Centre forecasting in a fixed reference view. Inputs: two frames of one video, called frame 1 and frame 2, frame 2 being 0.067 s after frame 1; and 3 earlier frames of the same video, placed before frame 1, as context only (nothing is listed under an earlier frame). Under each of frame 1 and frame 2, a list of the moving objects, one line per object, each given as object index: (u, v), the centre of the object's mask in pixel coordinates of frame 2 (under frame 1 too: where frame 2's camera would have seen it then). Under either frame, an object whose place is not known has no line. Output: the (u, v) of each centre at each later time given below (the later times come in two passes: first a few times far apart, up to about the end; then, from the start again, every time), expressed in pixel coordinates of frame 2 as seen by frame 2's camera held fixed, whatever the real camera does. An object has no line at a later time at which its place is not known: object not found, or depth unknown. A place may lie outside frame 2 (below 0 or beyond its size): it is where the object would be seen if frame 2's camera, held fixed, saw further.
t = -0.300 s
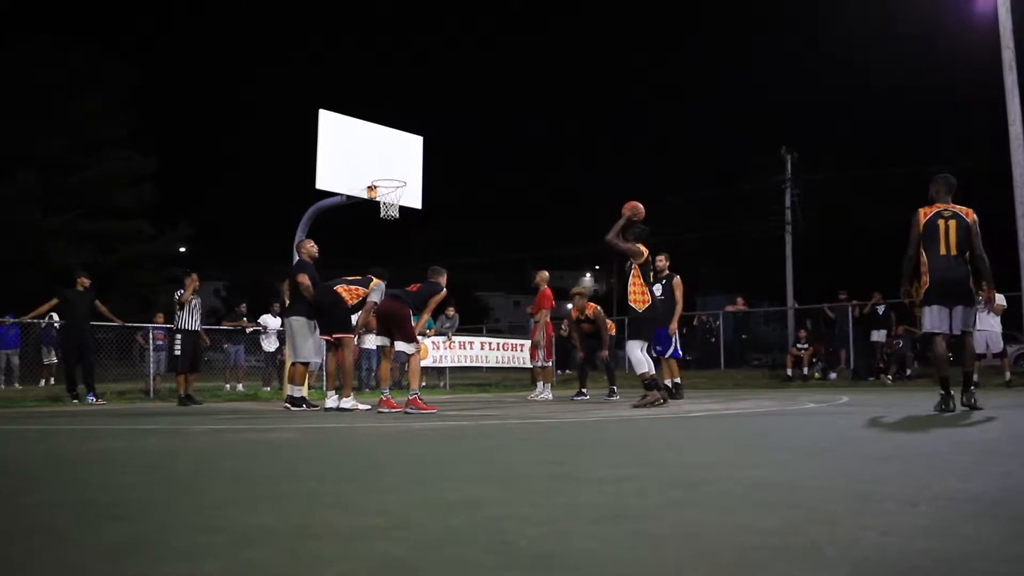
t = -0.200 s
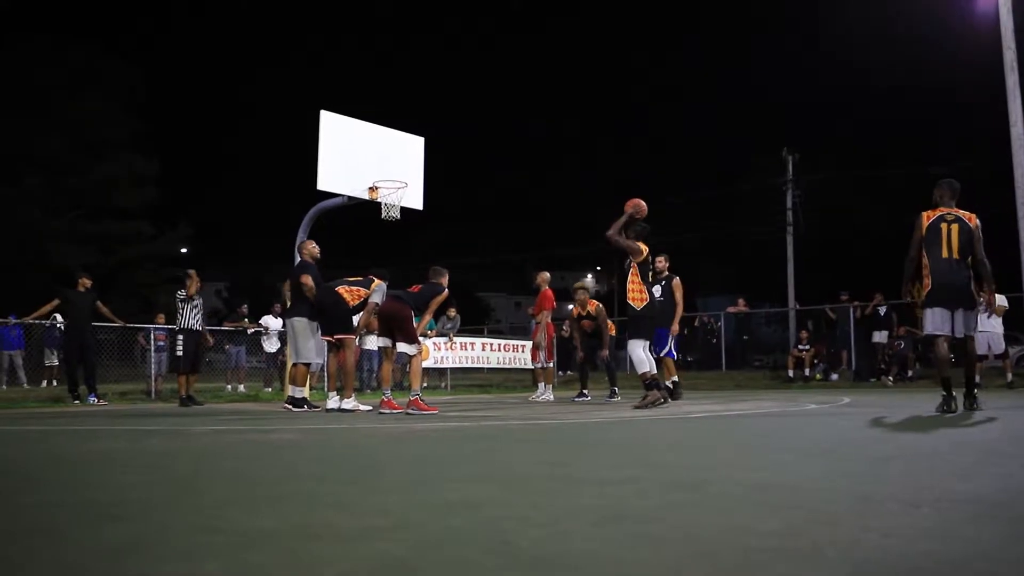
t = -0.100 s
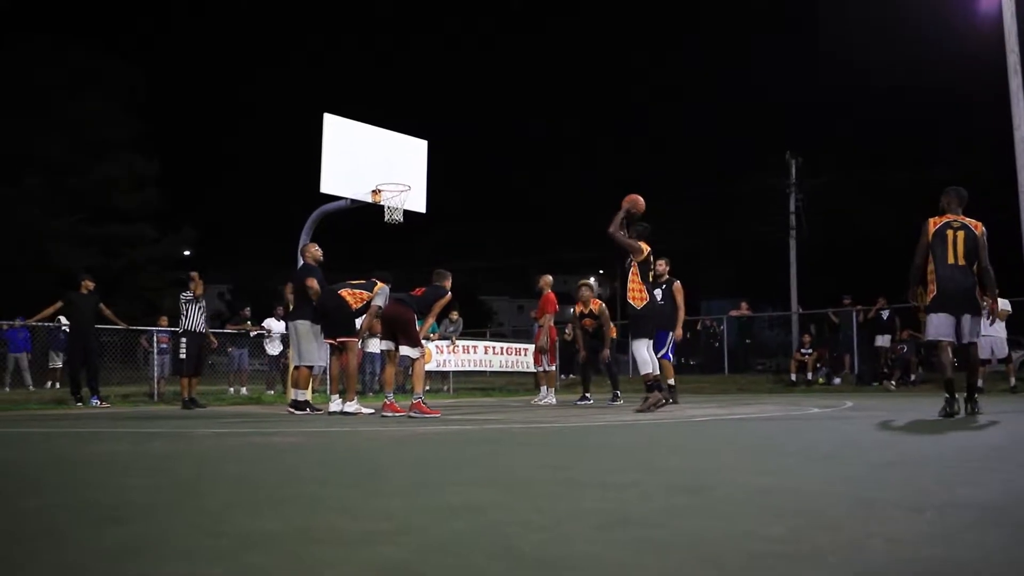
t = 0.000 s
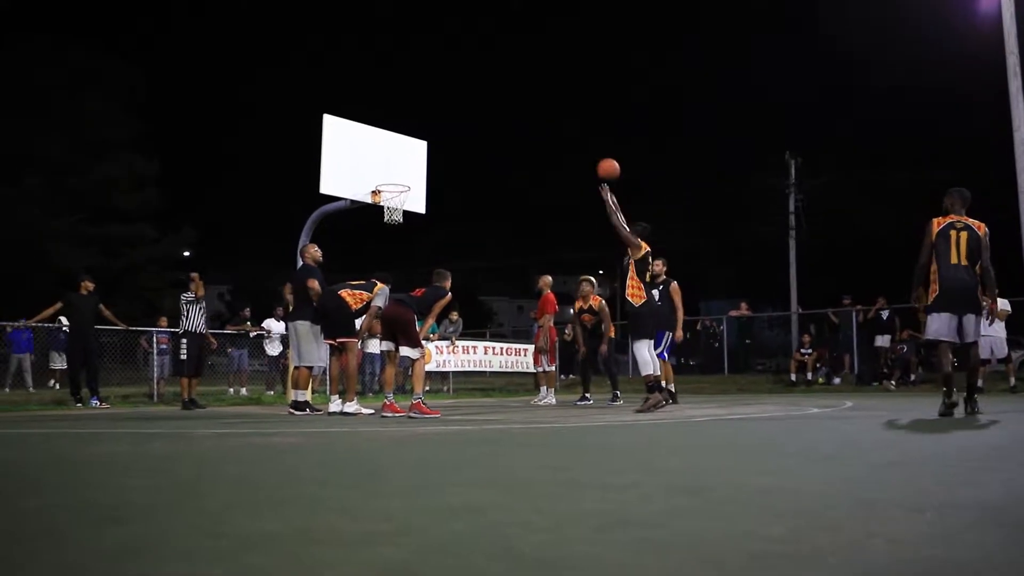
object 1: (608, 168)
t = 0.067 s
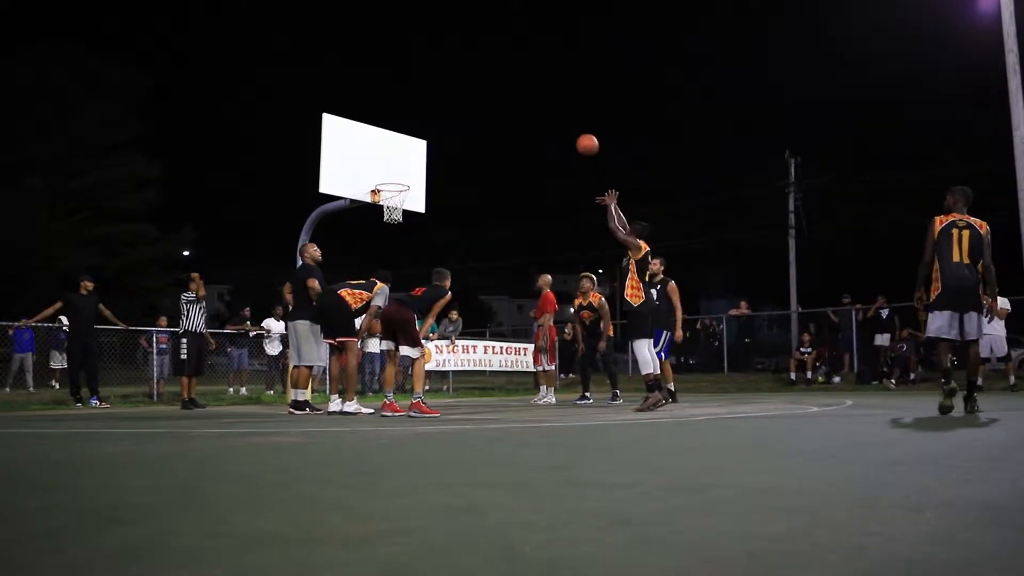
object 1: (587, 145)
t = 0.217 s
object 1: (545, 108)
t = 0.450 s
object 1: (487, 94)
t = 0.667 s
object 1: (441, 116)
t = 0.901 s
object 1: (397, 173)
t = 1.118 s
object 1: (380, 142)
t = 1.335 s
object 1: (379, 125)
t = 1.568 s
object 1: (378, 143)
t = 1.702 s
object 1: (377, 170)
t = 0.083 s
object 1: (582, 140)
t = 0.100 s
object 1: (577, 135)
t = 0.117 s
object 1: (572, 130)
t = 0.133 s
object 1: (568, 126)
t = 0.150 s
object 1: (563, 122)
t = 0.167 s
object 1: (559, 118)
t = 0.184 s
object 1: (554, 115)
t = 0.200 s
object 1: (549, 111)
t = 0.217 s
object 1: (545, 108)
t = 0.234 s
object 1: (540, 106)
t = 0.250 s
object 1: (536, 104)
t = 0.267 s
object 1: (532, 102)
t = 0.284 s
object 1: (527, 100)
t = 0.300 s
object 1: (523, 98)
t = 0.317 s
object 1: (519, 97)
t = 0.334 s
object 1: (515, 96)
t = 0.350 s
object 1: (511, 95)
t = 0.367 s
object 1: (507, 94)
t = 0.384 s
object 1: (503, 93)
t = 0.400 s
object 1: (499, 93)
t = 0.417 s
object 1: (495, 93)
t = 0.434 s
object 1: (491, 93)
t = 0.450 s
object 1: (487, 94)
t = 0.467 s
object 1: (484, 94)
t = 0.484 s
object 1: (480, 95)
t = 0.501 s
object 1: (476, 96)
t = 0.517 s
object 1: (472, 97)
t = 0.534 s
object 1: (469, 99)
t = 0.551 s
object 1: (465, 100)
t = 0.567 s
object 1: (462, 102)
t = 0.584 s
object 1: (458, 104)
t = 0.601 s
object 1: (455, 106)
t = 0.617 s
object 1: (451, 108)
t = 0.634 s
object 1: (448, 111)
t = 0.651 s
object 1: (444, 113)
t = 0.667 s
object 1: (441, 116)
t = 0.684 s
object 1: (438, 119)
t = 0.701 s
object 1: (434, 122)
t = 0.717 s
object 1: (431, 126)
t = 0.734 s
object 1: (428, 129)
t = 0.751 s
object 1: (425, 132)
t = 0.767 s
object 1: (422, 136)
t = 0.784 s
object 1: (419, 140)
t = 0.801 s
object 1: (415, 144)
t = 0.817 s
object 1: (412, 149)
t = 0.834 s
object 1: (409, 154)
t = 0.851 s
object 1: (406, 158)
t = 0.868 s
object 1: (403, 163)
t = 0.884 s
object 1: (400, 168)
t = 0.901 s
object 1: (397, 173)
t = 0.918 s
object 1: (394, 178)
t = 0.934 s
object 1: (391, 183)
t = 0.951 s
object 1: (389, 181)
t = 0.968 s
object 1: (388, 176)
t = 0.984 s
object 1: (387, 171)
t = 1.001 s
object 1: (385, 167)
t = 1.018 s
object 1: (384, 162)
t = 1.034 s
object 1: (383, 158)
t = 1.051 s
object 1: (381, 154)
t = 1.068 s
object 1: (380, 151)
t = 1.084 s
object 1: (380, 148)
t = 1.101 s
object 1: (380, 145)
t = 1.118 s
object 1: (380, 142)
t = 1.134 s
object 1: (380, 140)
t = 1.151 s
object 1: (380, 138)
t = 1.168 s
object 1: (380, 135)
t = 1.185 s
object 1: (380, 133)
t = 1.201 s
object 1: (380, 131)
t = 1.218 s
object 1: (380, 130)
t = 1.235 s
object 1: (380, 129)
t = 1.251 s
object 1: (380, 127)
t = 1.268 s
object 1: (380, 126)
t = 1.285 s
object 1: (380, 126)
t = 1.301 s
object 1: (380, 125)
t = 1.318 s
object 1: (379, 125)
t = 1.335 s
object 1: (379, 125)
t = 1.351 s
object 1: (379, 125)
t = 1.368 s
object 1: (379, 125)
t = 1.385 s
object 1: (379, 125)
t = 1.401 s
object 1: (379, 126)
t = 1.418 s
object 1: (379, 126)
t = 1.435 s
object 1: (379, 127)
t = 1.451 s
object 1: (379, 128)
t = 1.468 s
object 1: (378, 130)
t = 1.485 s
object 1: (378, 132)
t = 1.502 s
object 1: (378, 133)
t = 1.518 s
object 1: (378, 135)
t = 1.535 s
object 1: (378, 138)
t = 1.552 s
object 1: (378, 140)
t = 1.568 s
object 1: (378, 143)
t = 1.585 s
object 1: (377, 145)
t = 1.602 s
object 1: (377, 148)
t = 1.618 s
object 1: (377, 151)
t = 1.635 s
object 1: (377, 154)
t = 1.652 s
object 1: (377, 158)
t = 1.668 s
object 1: (377, 162)
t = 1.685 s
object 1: (377, 166)
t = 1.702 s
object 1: (377, 170)
